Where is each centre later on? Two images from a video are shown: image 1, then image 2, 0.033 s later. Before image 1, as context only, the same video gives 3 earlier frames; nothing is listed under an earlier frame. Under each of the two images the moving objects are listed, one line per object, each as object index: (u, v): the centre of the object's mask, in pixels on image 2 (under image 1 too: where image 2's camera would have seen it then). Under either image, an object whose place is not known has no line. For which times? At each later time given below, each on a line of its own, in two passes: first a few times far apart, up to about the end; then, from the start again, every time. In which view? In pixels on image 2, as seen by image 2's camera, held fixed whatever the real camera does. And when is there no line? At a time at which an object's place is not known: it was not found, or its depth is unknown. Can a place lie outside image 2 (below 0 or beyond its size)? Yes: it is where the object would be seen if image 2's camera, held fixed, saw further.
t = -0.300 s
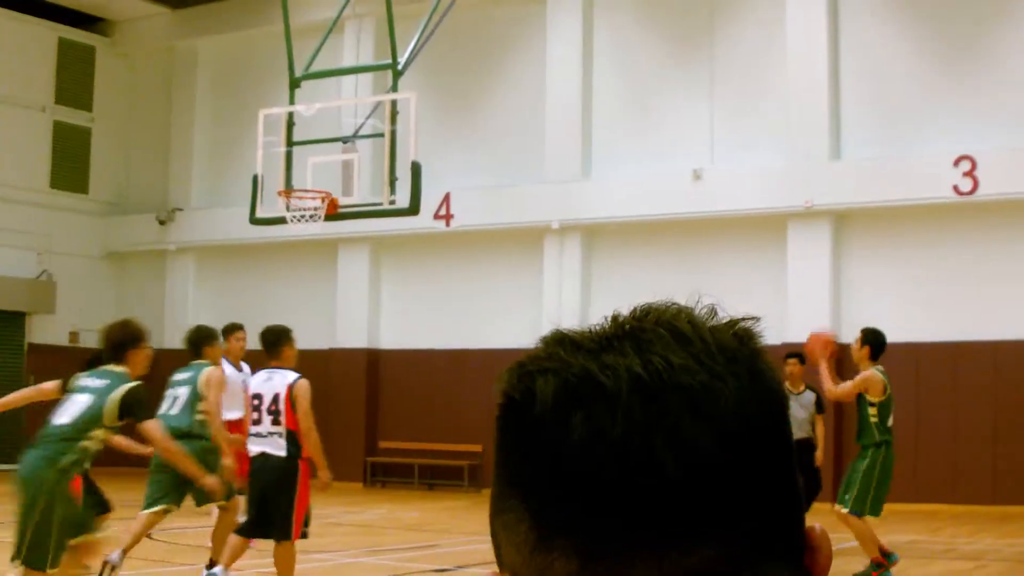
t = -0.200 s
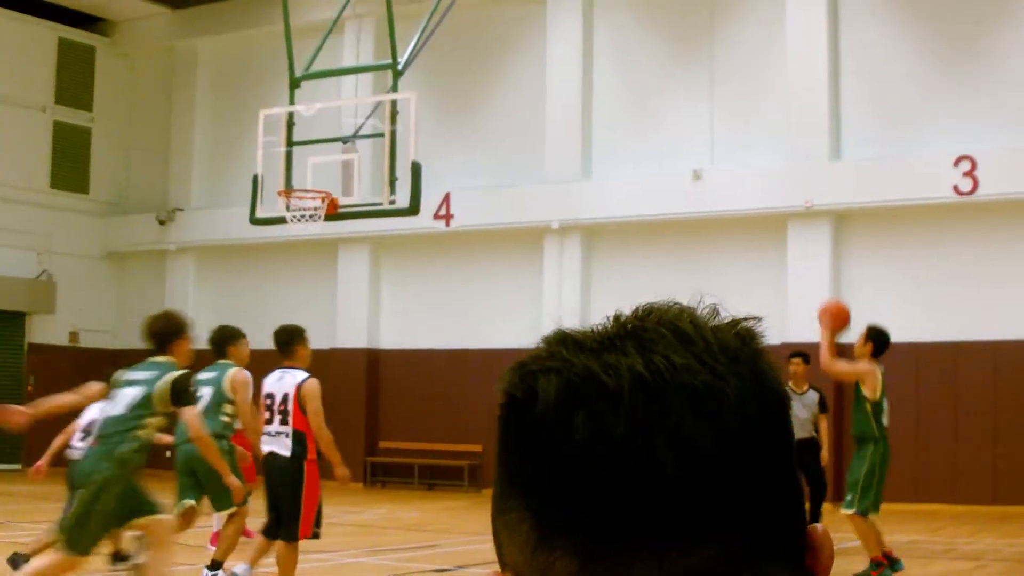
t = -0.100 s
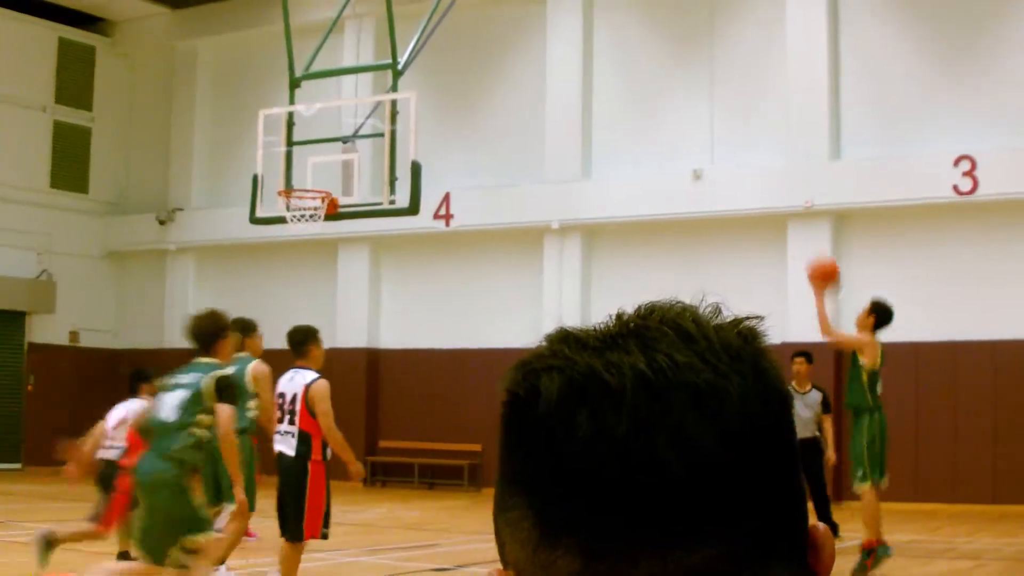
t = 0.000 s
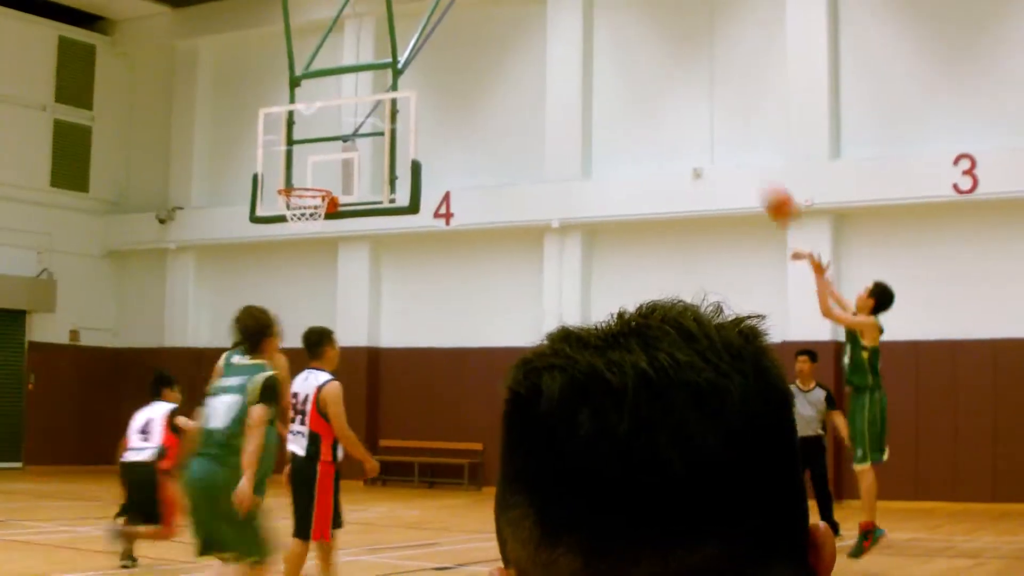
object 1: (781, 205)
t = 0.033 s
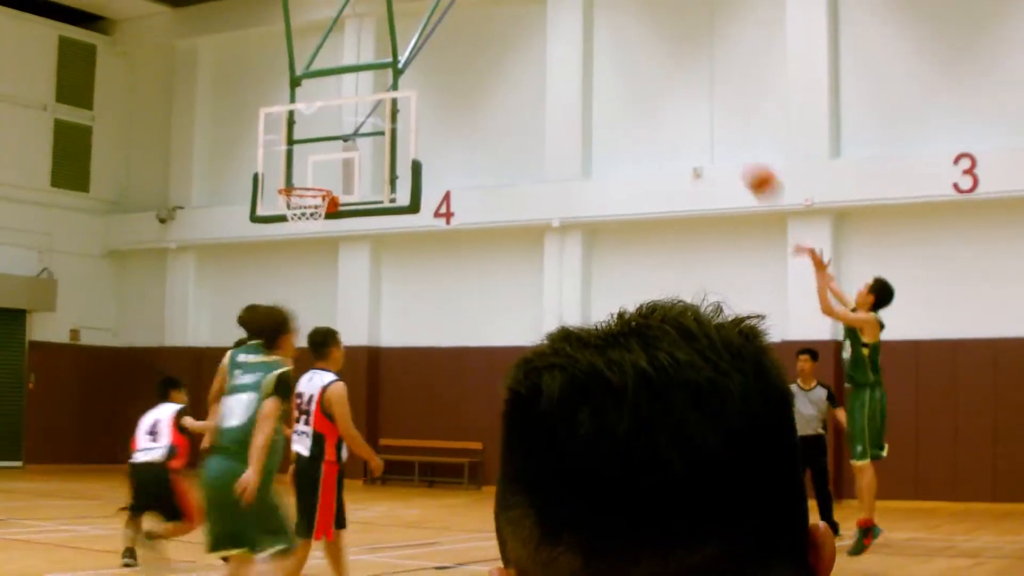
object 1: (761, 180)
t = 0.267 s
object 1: (641, 75)
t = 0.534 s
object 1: (515, 39)
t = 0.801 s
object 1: (399, 85)
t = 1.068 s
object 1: (288, 206)
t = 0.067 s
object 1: (742, 162)
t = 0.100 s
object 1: (725, 143)
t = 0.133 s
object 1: (707, 126)
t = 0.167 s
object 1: (691, 111)
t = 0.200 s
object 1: (674, 97)
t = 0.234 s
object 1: (657, 86)
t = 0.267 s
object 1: (641, 75)
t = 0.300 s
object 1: (625, 65)
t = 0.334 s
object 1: (608, 57)
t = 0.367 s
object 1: (592, 51)
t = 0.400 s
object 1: (577, 46)
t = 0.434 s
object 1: (561, 43)
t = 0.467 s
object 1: (545, 40)
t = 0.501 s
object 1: (530, 39)
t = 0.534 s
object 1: (515, 39)
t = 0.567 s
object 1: (500, 41)
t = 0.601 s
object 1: (484, 44)
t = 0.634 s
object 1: (470, 49)
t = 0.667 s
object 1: (456, 54)
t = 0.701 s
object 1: (441, 60)
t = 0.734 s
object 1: (428, 67)
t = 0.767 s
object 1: (414, 75)
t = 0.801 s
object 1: (399, 85)
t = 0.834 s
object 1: (385, 97)
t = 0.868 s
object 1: (371, 110)
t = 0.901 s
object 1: (357, 124)
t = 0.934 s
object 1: (345, 138)
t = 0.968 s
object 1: (331, 154)
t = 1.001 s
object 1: (318, 170)
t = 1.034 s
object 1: (303, 187)
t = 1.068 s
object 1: (288, 206)
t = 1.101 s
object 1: (282, 218)
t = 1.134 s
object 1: (276, 226)
